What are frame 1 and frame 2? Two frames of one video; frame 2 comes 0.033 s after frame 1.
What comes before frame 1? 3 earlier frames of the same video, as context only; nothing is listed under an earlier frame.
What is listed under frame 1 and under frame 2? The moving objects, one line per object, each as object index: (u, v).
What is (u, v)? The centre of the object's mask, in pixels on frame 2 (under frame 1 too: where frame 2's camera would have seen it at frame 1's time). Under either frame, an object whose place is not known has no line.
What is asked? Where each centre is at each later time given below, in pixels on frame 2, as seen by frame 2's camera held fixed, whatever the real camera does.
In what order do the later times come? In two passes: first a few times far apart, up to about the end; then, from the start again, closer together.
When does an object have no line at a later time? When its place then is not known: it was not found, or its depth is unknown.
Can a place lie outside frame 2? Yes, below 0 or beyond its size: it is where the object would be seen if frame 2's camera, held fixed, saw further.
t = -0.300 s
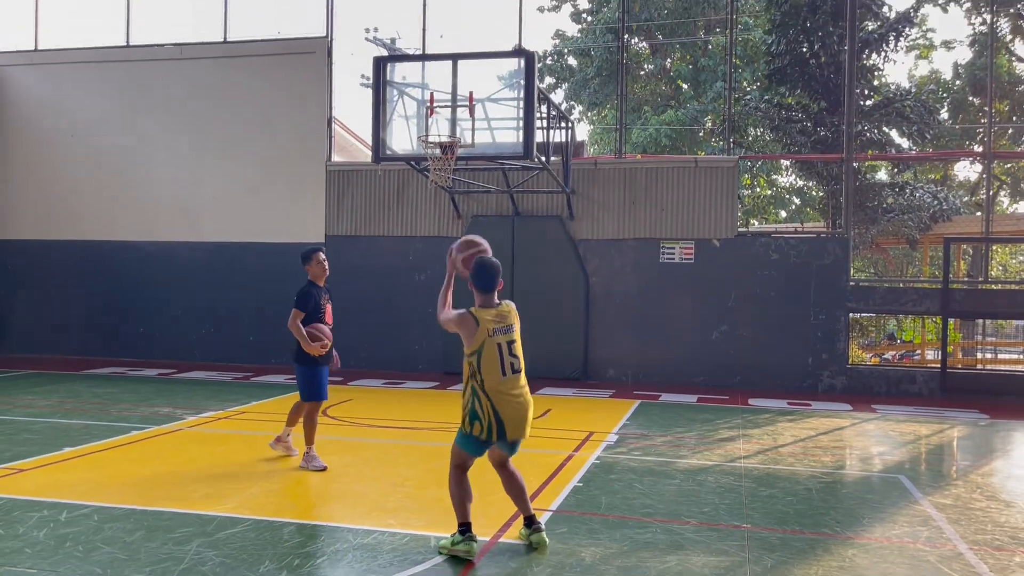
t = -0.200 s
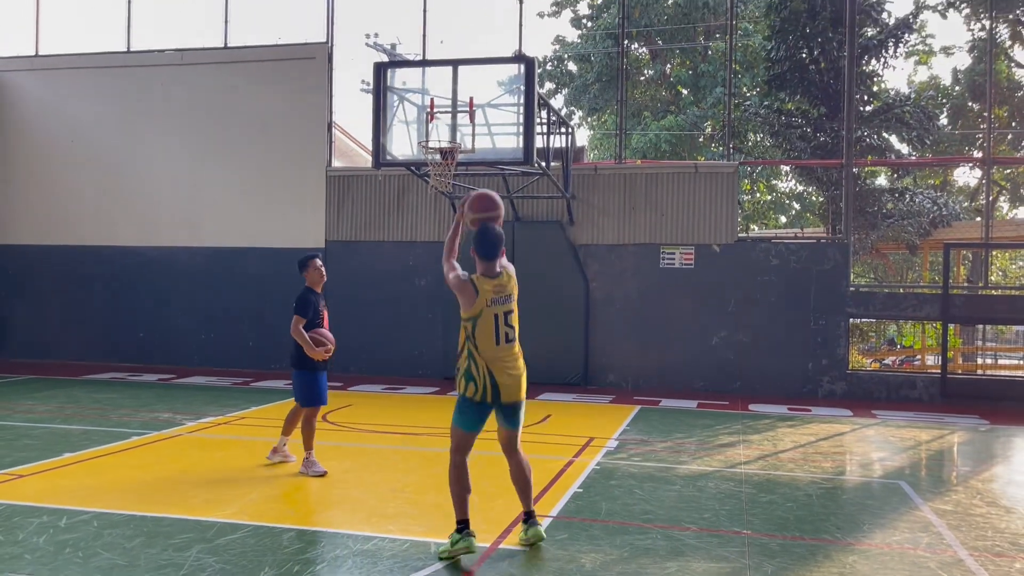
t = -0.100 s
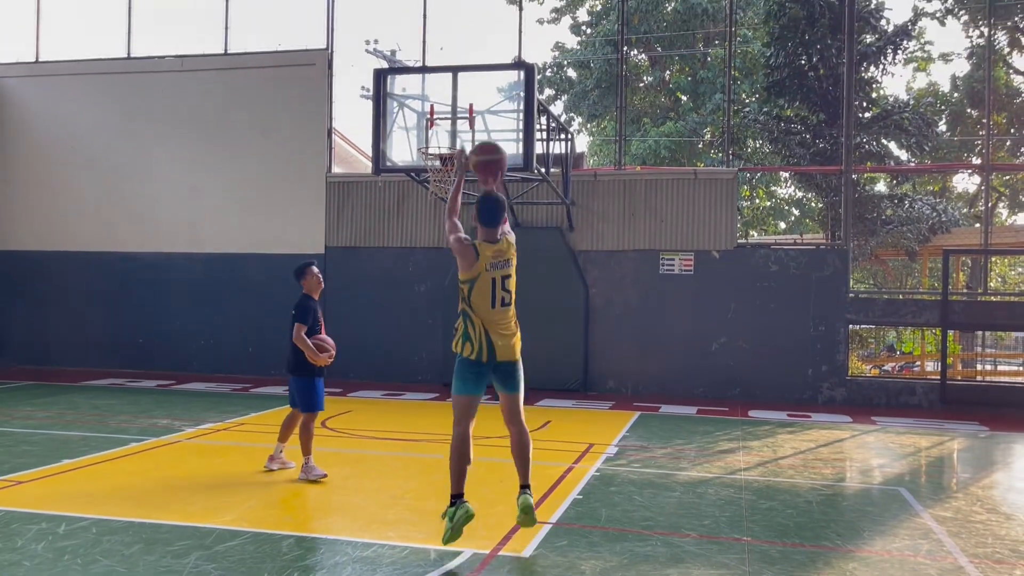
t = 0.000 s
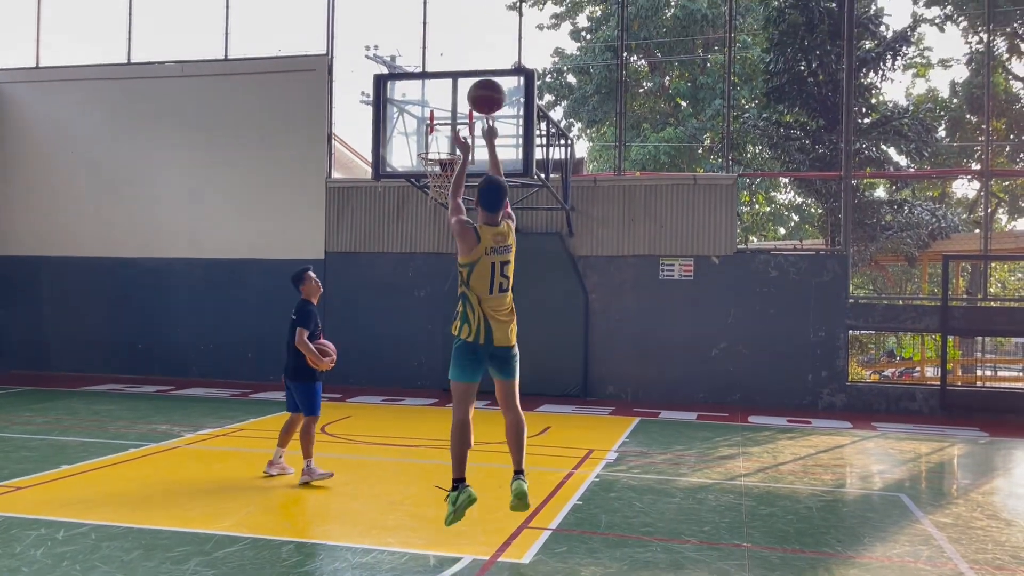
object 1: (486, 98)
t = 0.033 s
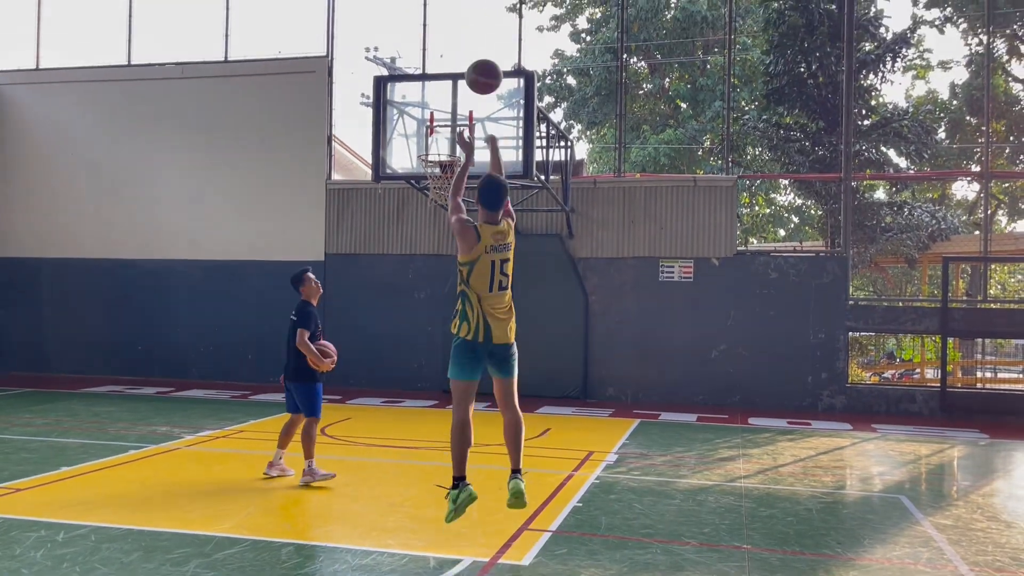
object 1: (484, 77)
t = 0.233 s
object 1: (471, 2)
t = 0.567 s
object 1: (455, 6)
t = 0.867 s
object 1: (444, 97)
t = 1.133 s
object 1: (439, 170)
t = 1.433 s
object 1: (438, 214)
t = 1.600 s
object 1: (438, 262)
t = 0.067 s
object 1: (481, 57)
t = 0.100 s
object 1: (479, 42)
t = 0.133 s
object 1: (477, 29)
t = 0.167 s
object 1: (475, 17)
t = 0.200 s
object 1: (473, 8)
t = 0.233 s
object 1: (471, 2)
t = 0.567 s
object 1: (455, 6)
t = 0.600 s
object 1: (454, 13)
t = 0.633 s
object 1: (452, 21)
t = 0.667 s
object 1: (451, 30)
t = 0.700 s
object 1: (450, 39)
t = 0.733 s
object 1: (449, 49)
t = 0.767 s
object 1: (448, 60)
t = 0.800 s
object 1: (446, 72)
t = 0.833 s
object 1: (445, 84)
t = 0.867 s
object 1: (444, 97)
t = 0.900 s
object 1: (443, 111)
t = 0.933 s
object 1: (442, 125)
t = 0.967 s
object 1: (441, 139)
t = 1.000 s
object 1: (440, 149)
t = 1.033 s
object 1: (439, 155)
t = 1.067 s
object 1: (437, 163)
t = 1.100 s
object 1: (439, 167)
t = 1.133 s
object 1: (439, 170)
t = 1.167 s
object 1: (436, 177)
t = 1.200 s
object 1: (437, 185)
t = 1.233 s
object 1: (437, 189)
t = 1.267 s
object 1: (437, 190)
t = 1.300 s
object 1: (437, 194)
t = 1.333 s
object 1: (437, 199)
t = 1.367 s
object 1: (437, 201)
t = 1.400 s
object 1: (437, 207)
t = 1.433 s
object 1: (438, 214)
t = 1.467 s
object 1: (439, 222)
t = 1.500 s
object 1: (439, 231)
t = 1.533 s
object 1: (438, 240)
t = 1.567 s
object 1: (438, 251)
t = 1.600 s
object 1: (438, 262)
